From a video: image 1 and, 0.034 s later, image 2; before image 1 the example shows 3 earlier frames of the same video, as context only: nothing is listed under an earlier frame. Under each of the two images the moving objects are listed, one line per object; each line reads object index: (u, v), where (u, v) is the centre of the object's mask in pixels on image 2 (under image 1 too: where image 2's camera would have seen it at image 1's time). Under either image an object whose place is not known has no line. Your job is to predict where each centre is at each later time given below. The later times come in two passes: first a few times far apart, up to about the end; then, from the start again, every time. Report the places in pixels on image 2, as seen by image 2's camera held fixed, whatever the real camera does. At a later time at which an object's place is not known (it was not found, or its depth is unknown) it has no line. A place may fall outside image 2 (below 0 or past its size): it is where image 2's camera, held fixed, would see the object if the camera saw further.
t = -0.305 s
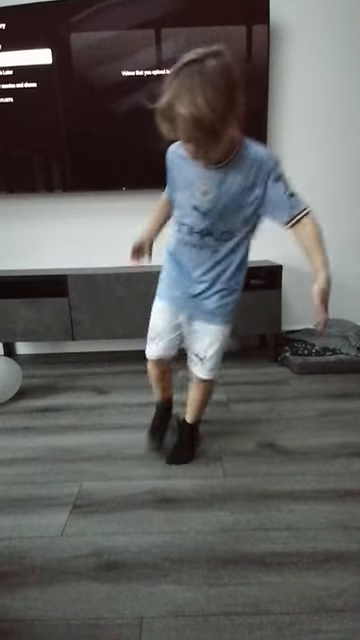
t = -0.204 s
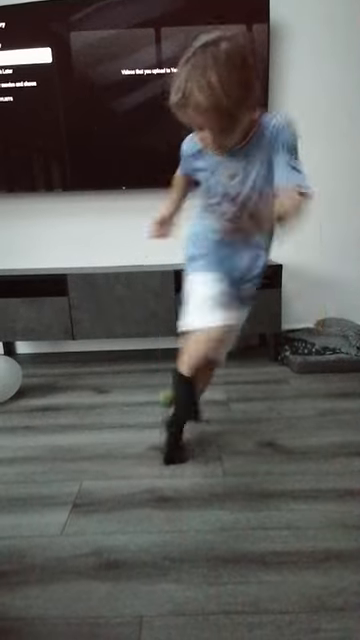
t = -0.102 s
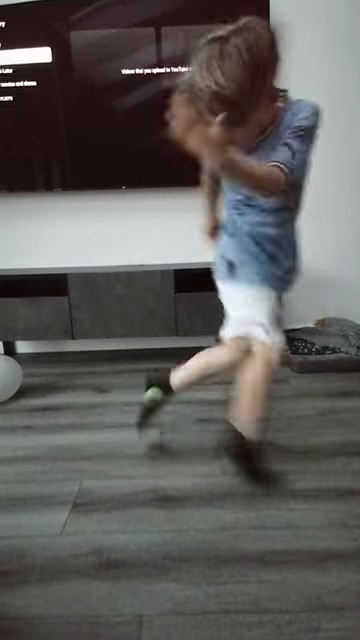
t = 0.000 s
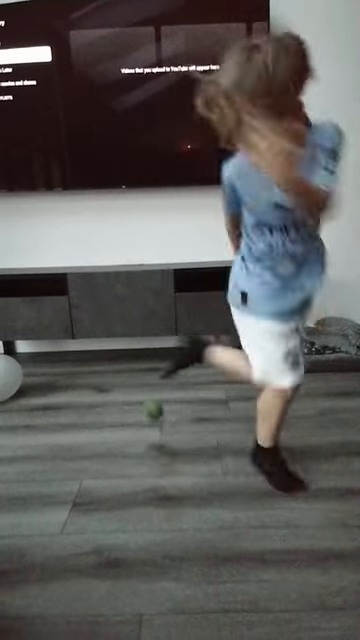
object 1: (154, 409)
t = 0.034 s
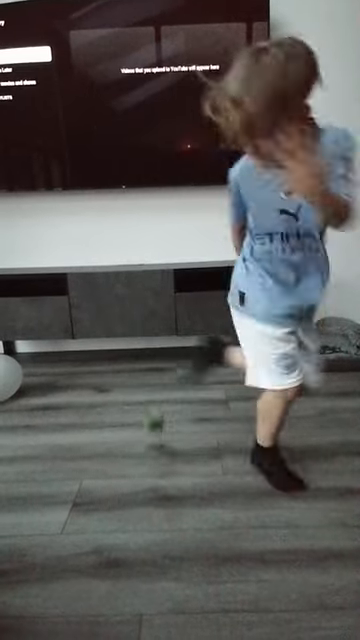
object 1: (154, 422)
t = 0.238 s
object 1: (170, 471)
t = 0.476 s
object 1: (206, 546)
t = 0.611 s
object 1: (235, 600)
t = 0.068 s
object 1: (159, 456)
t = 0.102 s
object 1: (158, 470)
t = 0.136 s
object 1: (159, 472)
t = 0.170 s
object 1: (164, 471)
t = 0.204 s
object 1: (167, 470)
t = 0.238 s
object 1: (170, 471)
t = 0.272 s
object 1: (173, 476)
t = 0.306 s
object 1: (179, 483)
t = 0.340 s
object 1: (184, 495)
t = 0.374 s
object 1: (188, 511)
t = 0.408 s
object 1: (195, 539)
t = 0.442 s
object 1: (200, 545)
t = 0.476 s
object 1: (206, 546)
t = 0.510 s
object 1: (210, 548)
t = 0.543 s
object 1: (216, 555)
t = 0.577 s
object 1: (226, 577)
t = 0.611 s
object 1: (235, 600)
